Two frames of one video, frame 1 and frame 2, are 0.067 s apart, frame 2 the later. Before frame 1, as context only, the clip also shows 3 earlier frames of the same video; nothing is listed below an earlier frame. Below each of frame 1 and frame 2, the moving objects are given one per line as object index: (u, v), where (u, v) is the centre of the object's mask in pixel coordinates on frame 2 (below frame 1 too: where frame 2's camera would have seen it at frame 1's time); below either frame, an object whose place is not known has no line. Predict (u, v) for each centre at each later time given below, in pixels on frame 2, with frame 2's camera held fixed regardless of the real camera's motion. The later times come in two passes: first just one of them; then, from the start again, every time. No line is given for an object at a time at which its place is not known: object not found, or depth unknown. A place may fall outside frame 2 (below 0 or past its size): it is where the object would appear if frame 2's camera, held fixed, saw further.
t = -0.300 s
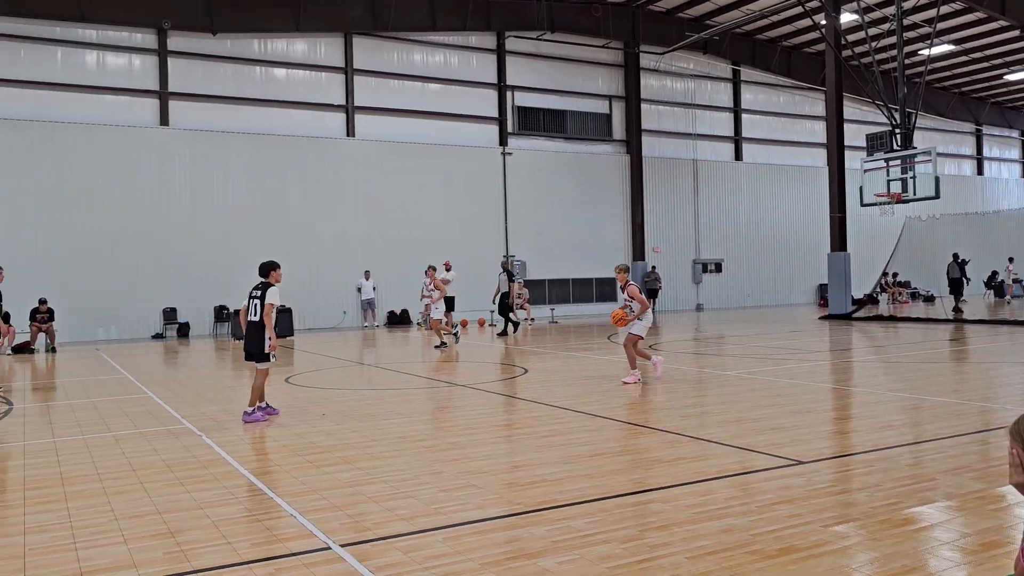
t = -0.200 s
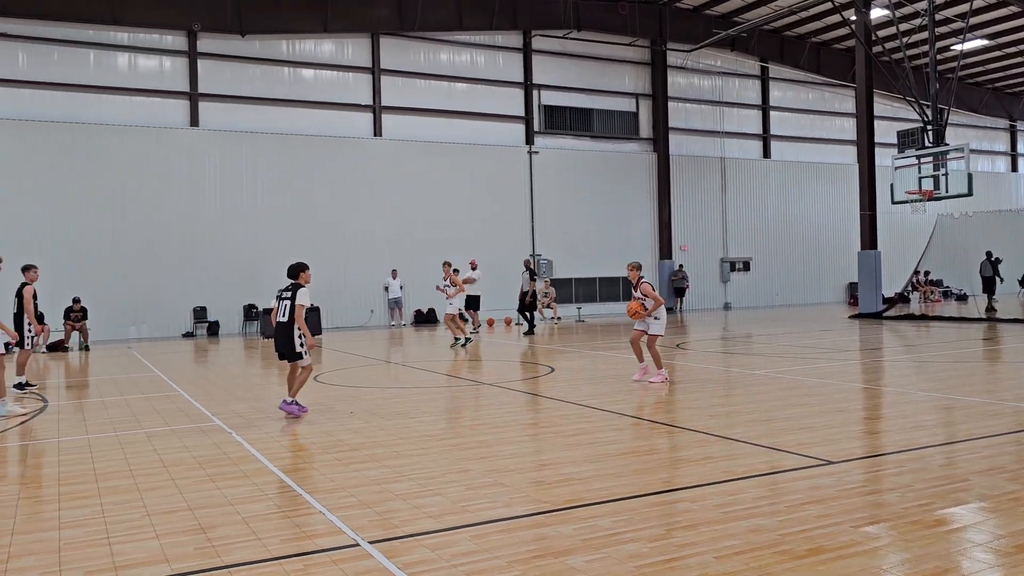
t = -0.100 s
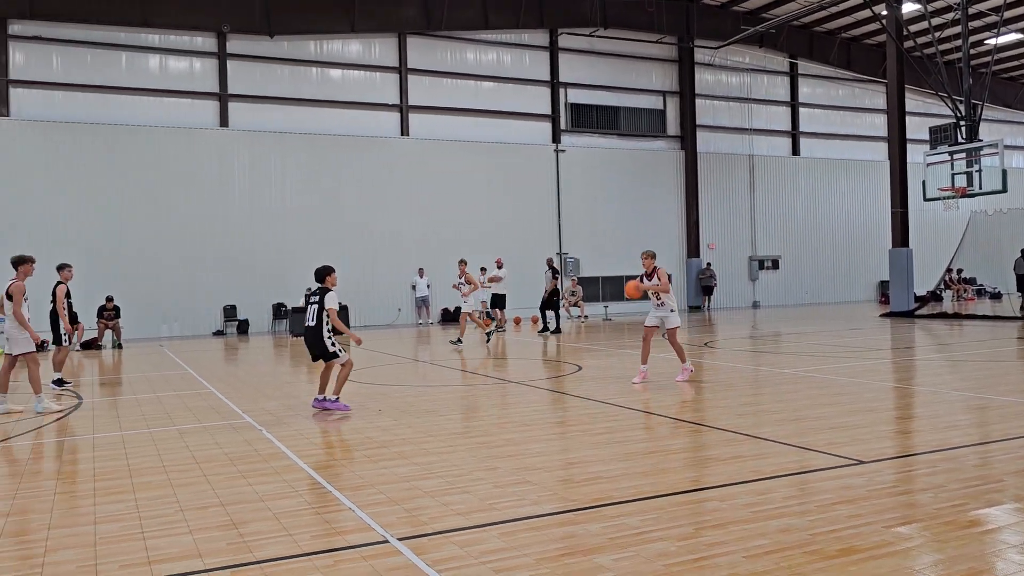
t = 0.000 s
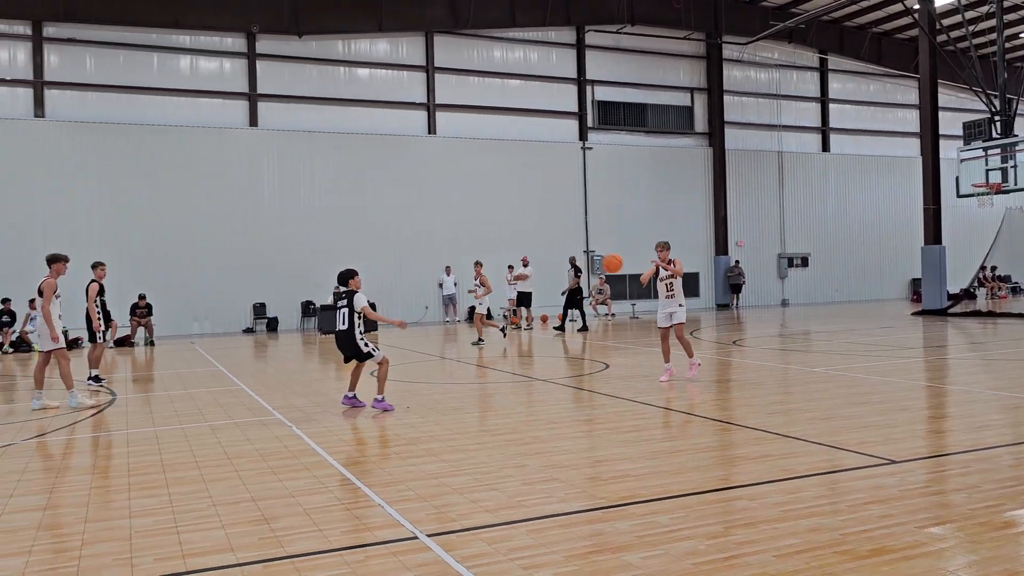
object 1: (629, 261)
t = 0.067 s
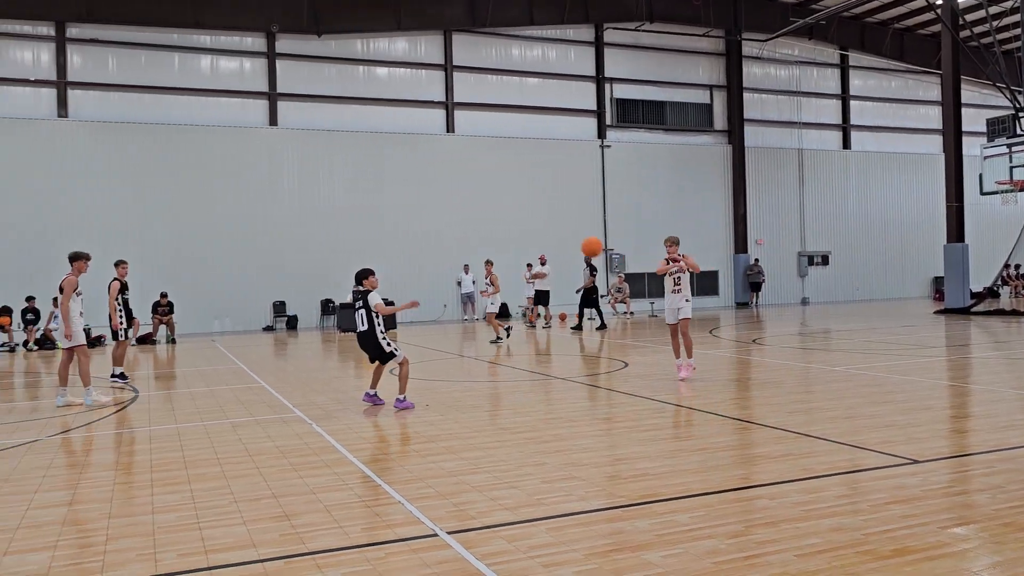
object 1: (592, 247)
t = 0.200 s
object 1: (502, 224)
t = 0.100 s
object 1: (571, 240)
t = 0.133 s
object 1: (550, 234)
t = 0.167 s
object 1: (526, 229)
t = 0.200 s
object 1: (502, 224)
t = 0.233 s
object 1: (476, 220)
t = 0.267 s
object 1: (448, 217)
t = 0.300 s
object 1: (419, 214)
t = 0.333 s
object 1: (387, 213)
